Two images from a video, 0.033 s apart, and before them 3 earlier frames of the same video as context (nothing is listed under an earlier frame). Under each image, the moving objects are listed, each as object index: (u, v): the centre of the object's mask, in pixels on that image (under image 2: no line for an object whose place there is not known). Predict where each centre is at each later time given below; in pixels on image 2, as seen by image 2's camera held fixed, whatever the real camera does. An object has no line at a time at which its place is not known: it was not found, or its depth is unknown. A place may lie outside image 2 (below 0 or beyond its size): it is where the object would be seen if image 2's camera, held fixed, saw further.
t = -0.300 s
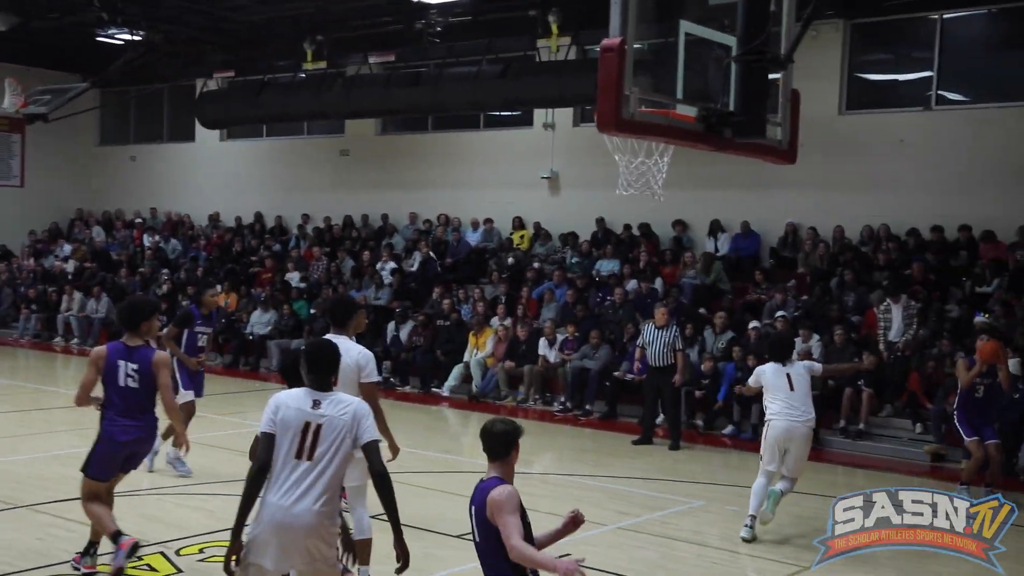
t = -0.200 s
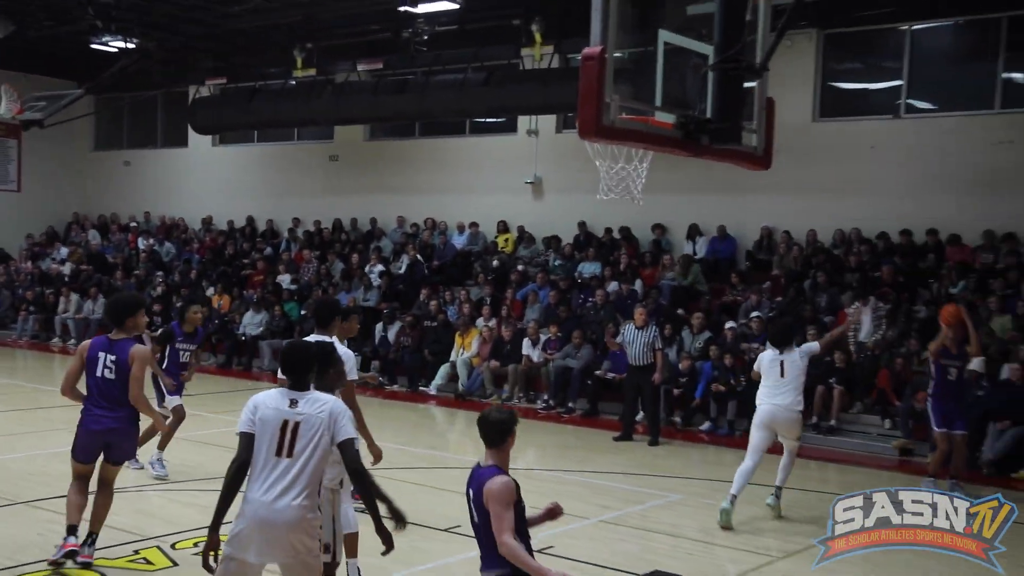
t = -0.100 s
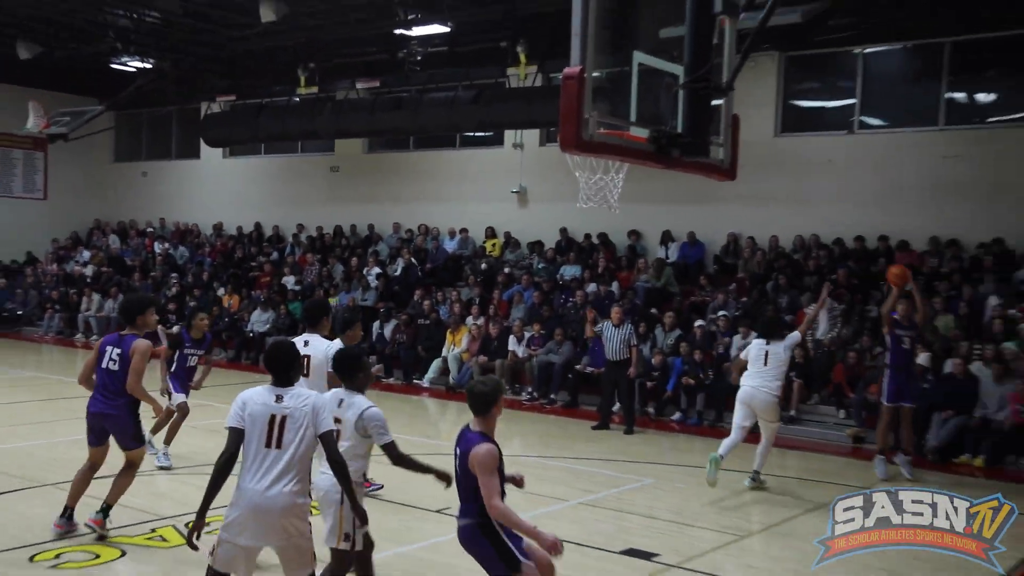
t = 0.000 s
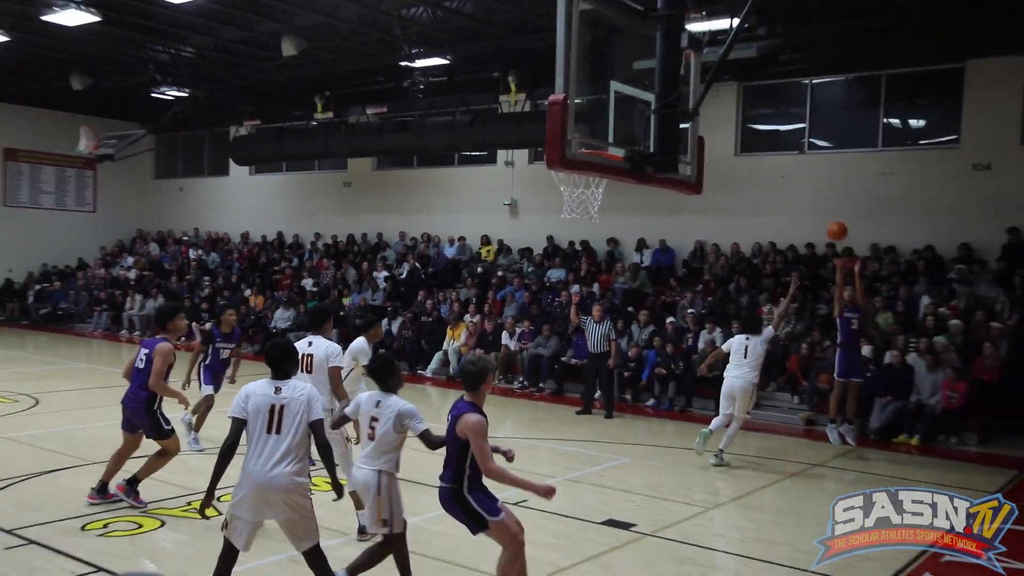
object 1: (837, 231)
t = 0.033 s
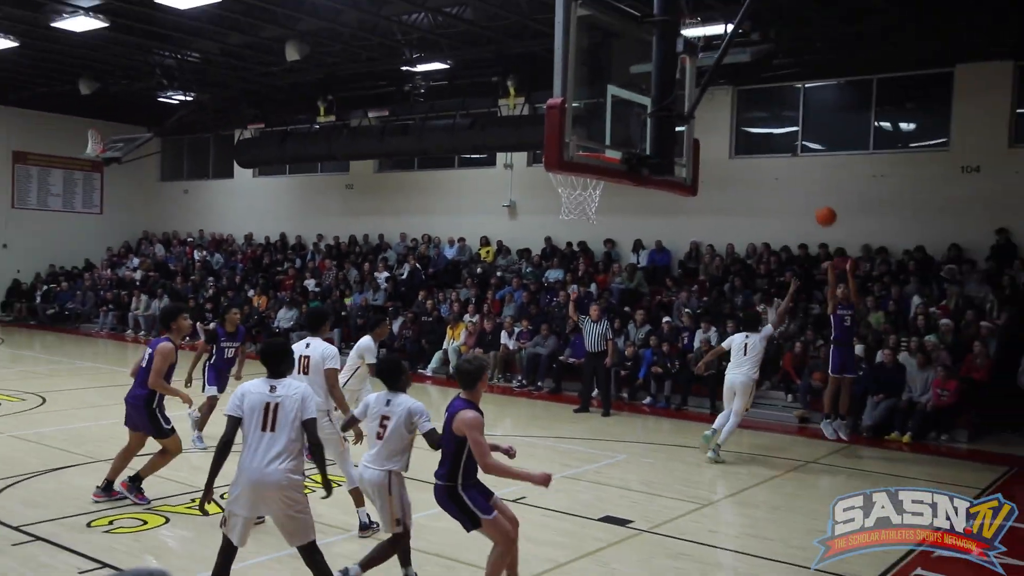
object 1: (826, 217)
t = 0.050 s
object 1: (825, 209)
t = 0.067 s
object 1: (823, 201)
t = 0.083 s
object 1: (822, 194)
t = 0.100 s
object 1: (821, 185)
